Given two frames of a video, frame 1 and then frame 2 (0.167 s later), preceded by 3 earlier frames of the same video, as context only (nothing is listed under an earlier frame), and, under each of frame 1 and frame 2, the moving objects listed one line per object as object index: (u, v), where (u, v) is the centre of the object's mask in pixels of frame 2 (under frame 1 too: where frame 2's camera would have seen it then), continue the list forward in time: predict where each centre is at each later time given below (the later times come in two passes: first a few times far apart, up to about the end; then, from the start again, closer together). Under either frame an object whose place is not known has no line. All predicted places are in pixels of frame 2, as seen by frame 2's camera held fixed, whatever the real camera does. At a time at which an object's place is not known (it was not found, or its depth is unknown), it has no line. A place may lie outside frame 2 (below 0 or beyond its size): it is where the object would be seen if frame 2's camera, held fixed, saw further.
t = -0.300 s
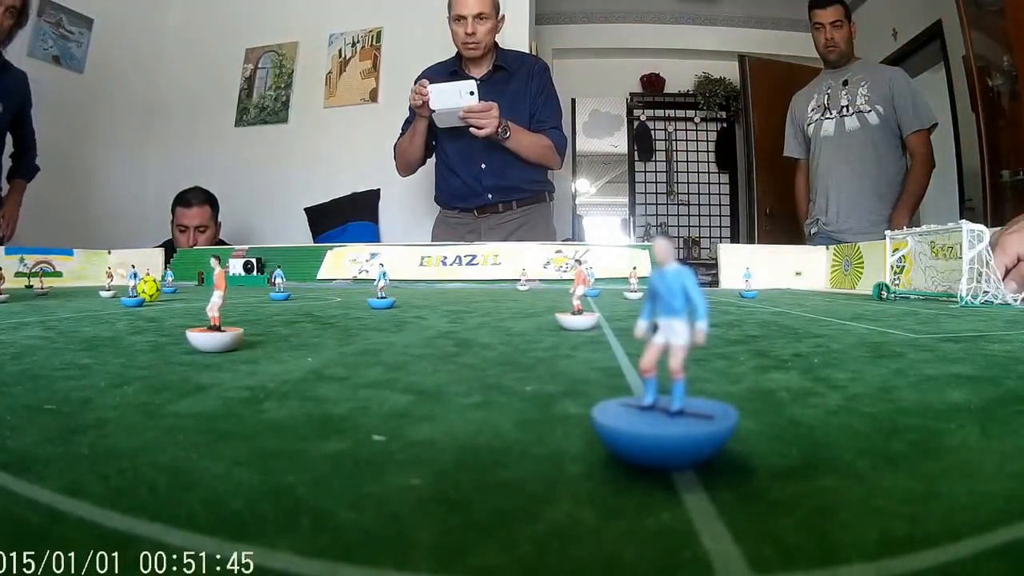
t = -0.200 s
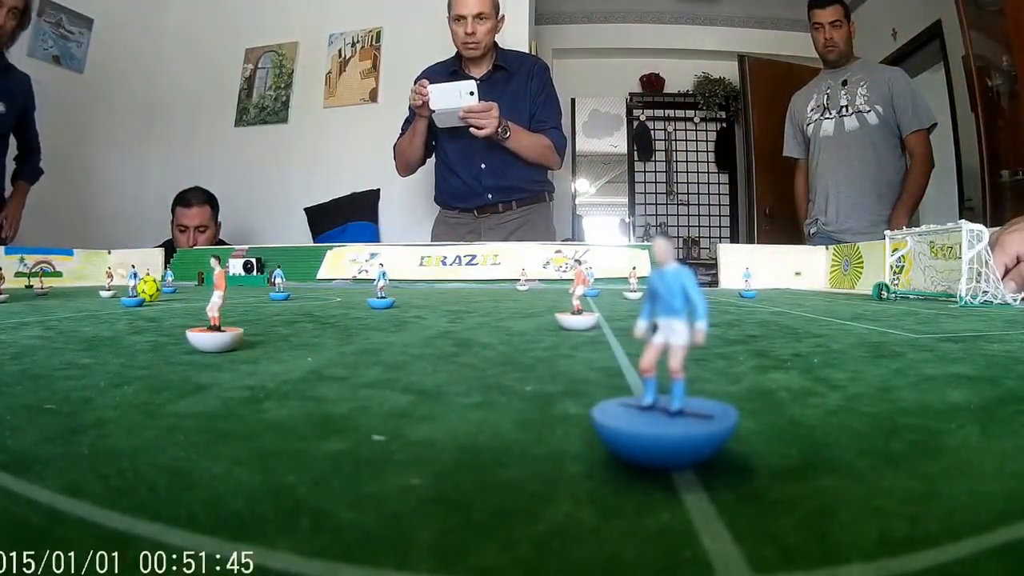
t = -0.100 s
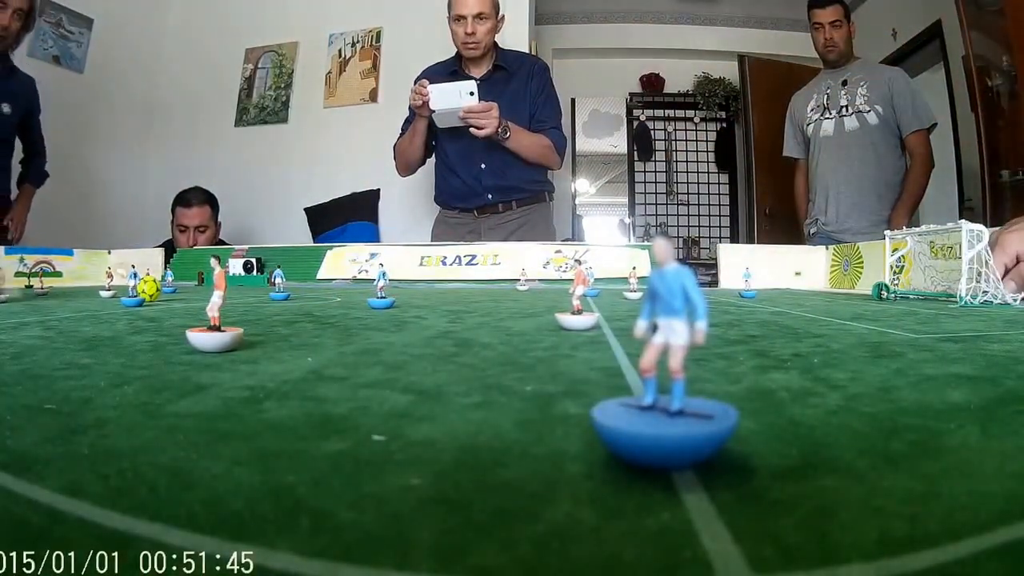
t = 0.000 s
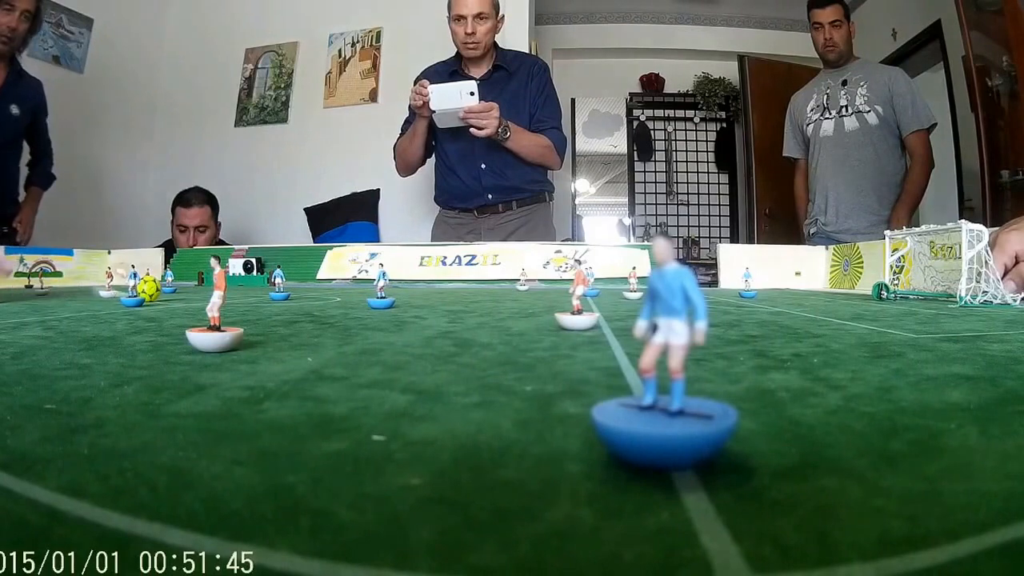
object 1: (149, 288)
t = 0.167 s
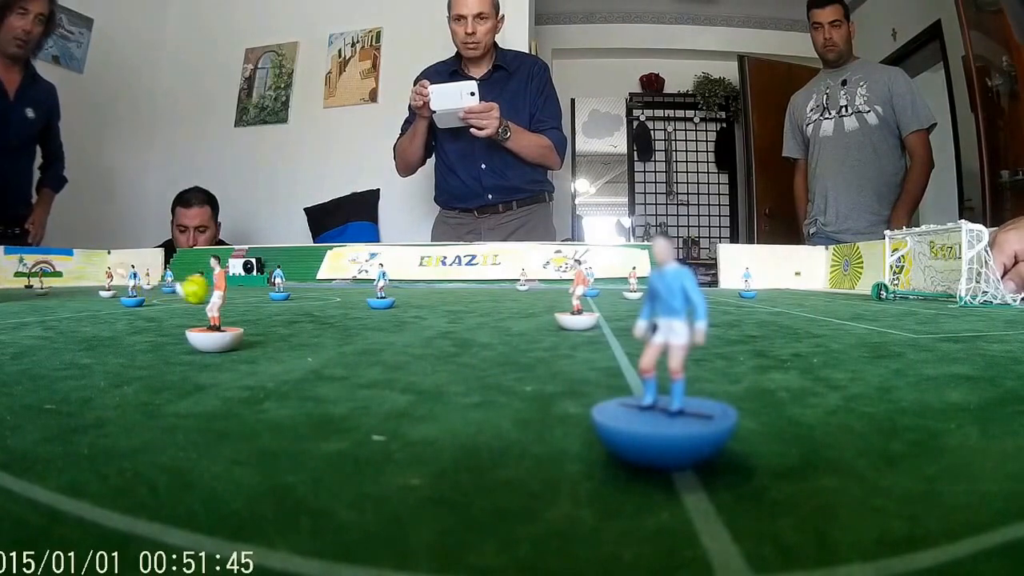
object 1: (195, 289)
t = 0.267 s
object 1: (230, 291)
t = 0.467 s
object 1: (278, 291)
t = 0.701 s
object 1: (338, 293)
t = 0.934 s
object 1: (393, 294)
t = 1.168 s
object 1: (434, 295)
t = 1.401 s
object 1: (462, 295)
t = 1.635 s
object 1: (473, 295)
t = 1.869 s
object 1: (473, 295)
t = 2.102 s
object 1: (473, 295)
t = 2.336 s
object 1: (473, 295)
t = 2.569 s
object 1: (473, 295)
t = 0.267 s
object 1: (230, 291)
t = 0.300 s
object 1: (235, 291)
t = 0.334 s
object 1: (241, 291)
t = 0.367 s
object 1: (250, 291)
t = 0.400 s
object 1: (258, 291)
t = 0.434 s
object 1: (268, 291)
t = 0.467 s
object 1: (278, 291)
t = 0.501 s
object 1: (288, 291)
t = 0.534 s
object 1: (296, 291)
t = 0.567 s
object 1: (305, 292)
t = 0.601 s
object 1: (313, 292)
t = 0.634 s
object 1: (322, 293)
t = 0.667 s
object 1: (330, 293)
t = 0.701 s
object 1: (338, 293)
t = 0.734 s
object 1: (347, 293)
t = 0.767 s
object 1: (355, 293)
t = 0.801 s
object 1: (363, 293)
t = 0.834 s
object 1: (371, 294)
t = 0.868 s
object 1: (379, 294)
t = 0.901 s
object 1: (387, 294)
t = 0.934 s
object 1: (393, 294)
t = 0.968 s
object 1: (400, 294)
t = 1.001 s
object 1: (407, 294)
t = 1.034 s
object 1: (412, 294)
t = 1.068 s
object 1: (418, 294)
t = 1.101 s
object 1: (424, 294)
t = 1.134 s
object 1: (428, 289)
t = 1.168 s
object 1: (434, 295)
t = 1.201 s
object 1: (439, 295)
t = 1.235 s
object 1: (443, 295)
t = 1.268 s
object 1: (447, 295)
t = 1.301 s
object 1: (452, 295)
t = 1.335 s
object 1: (455, 295)
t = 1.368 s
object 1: (459, 295)
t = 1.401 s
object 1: (462, 295)
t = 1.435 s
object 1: (465, 295)
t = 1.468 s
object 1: (468, 295)
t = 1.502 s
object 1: (470, 295)
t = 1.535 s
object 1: (472, 295)
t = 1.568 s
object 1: (472, 295)
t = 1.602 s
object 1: (474, 291)
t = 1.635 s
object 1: (473, 295)
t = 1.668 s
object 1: (474, 295)
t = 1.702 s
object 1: (473, 295)
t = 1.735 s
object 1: (473, 295)
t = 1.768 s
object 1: (473, 295)
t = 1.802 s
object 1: (473, 295)
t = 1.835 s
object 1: (473, 295)
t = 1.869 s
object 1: (473, 295)
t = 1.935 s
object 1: (473, 295)
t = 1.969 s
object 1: (473, 295)
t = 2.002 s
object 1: (473, 295)
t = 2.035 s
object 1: (473, 295)
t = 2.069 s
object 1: (473, 295)
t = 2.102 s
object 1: (473, 295)
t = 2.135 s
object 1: (473, 295)
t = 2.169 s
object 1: (473, 295)
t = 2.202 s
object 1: (473, 295)
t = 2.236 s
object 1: (473, 295)
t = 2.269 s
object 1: (473, 295)
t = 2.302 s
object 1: (473, 295)
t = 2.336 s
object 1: (473, 295)
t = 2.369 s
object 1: (473, 295)
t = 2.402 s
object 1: (473, 295)
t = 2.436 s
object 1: (473, 295)
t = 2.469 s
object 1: (473, 295)
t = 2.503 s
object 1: (473, 295)
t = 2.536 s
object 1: (473, 295)
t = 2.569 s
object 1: (473, 295)
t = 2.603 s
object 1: (473, 295)
